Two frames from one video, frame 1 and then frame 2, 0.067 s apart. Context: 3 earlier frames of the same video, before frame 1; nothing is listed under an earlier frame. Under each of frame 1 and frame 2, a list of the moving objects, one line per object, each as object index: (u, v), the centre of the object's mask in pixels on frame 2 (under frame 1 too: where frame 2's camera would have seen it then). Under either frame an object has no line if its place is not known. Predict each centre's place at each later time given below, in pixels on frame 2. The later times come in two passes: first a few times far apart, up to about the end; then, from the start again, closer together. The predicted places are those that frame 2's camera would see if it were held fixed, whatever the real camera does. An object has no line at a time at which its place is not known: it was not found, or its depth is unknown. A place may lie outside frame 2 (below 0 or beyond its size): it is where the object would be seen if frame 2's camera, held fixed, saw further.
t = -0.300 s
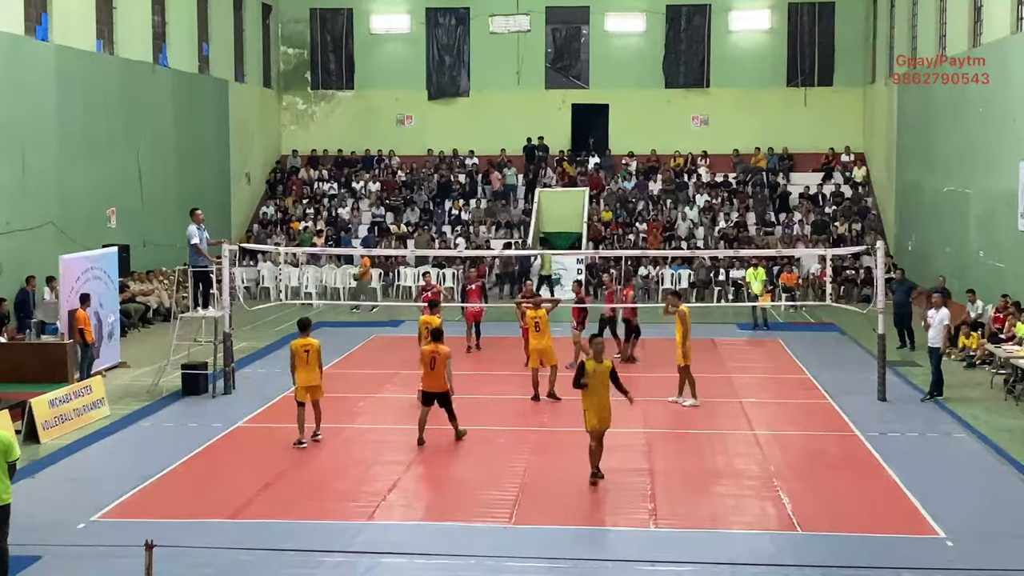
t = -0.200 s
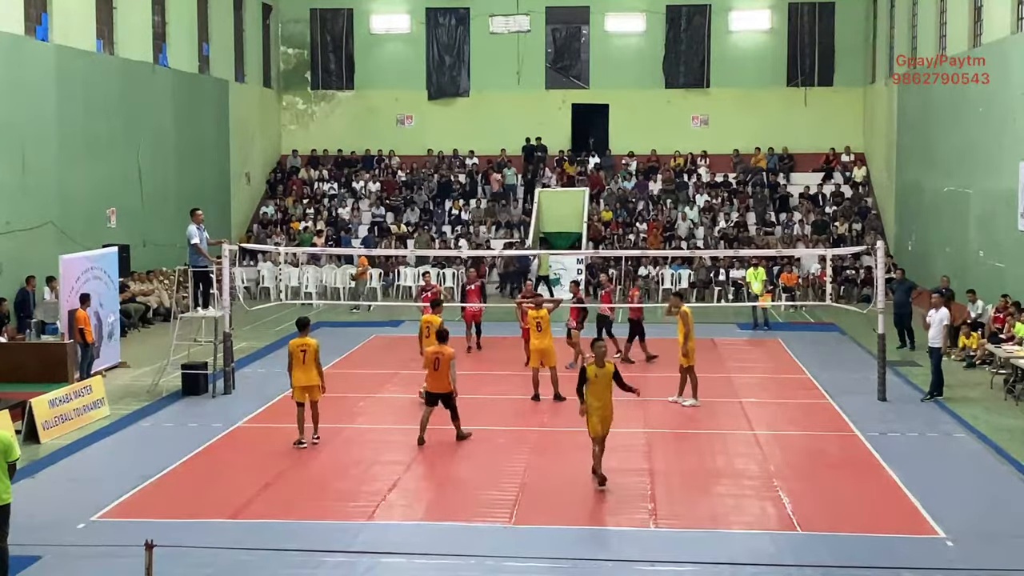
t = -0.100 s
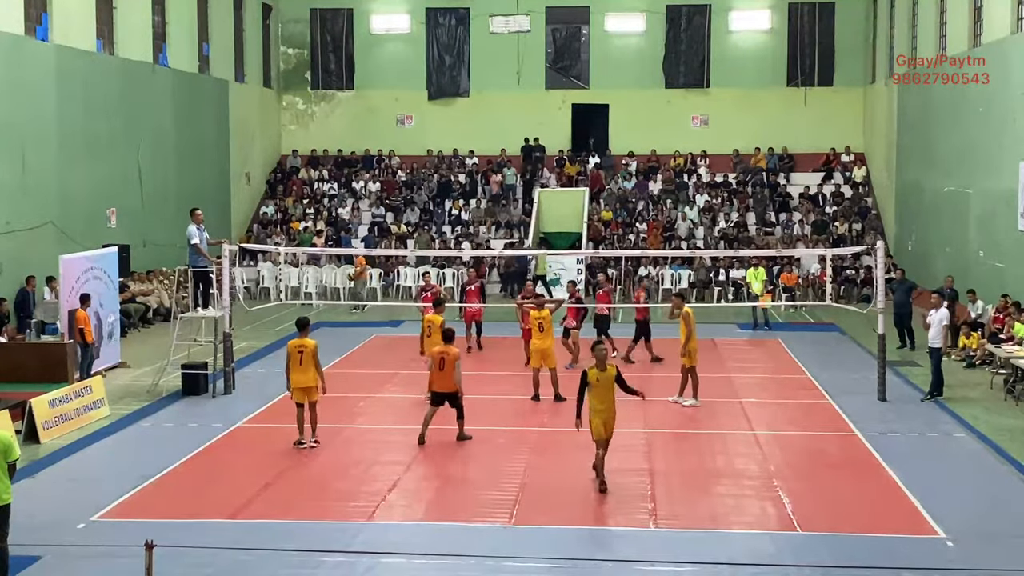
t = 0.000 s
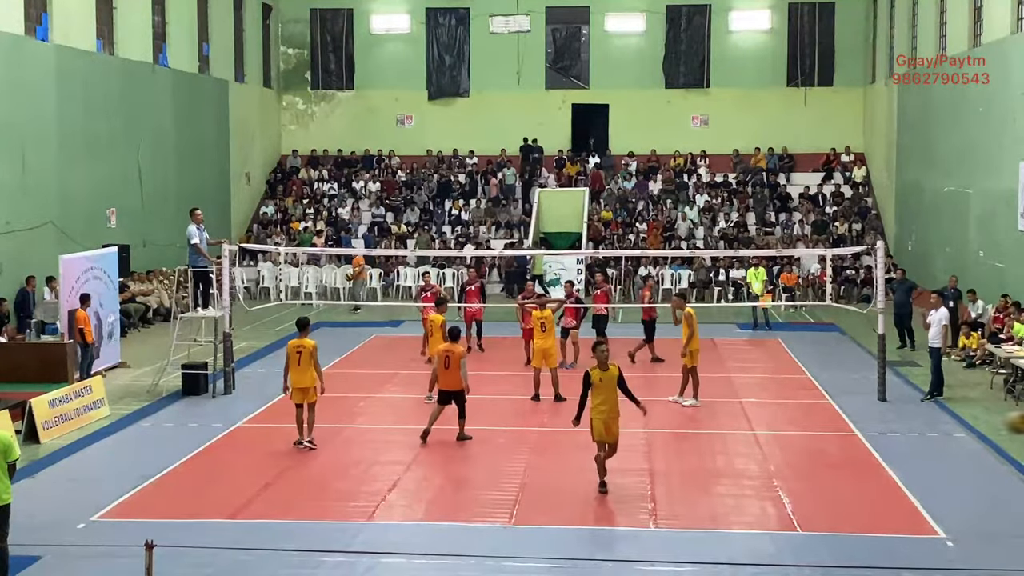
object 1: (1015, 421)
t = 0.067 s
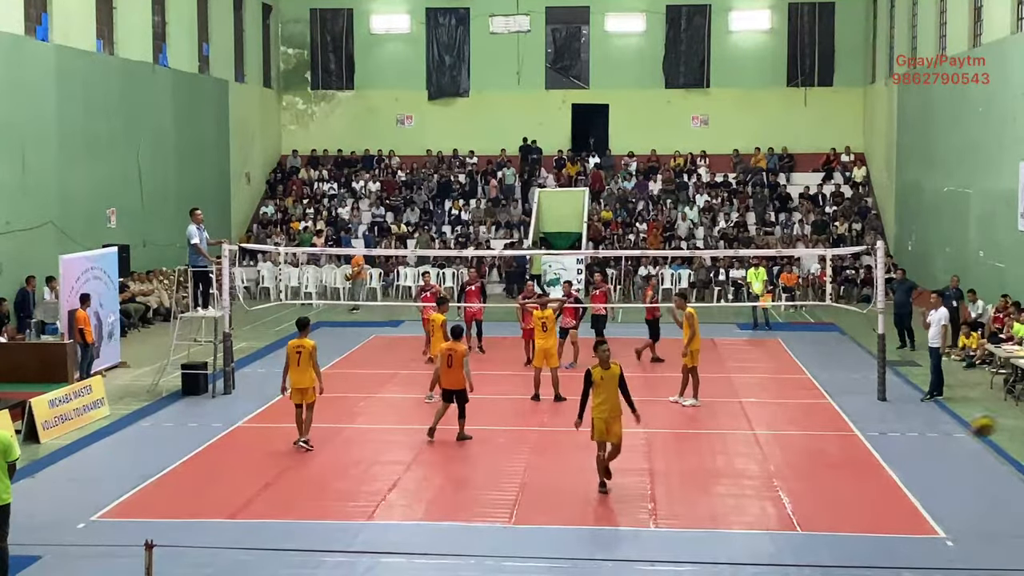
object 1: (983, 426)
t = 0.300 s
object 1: (863, 471)
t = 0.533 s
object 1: (769, 515)
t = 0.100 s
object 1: (963, 429)
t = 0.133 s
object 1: (946, 433)
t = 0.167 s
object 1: (929, 439)
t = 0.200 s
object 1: (911, 445)
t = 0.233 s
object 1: (894, 454)
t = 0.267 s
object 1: (880, 462)
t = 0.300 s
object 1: (863, 471)
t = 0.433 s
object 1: (805, 518)
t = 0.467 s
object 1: (790, 533)
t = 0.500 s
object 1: (778, 531)
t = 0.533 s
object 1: (769, 515)
